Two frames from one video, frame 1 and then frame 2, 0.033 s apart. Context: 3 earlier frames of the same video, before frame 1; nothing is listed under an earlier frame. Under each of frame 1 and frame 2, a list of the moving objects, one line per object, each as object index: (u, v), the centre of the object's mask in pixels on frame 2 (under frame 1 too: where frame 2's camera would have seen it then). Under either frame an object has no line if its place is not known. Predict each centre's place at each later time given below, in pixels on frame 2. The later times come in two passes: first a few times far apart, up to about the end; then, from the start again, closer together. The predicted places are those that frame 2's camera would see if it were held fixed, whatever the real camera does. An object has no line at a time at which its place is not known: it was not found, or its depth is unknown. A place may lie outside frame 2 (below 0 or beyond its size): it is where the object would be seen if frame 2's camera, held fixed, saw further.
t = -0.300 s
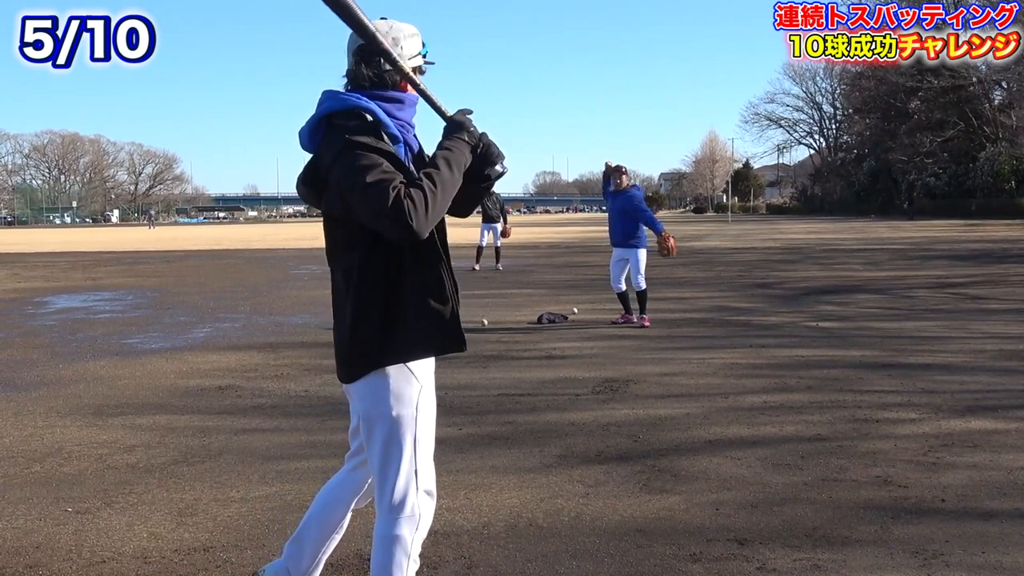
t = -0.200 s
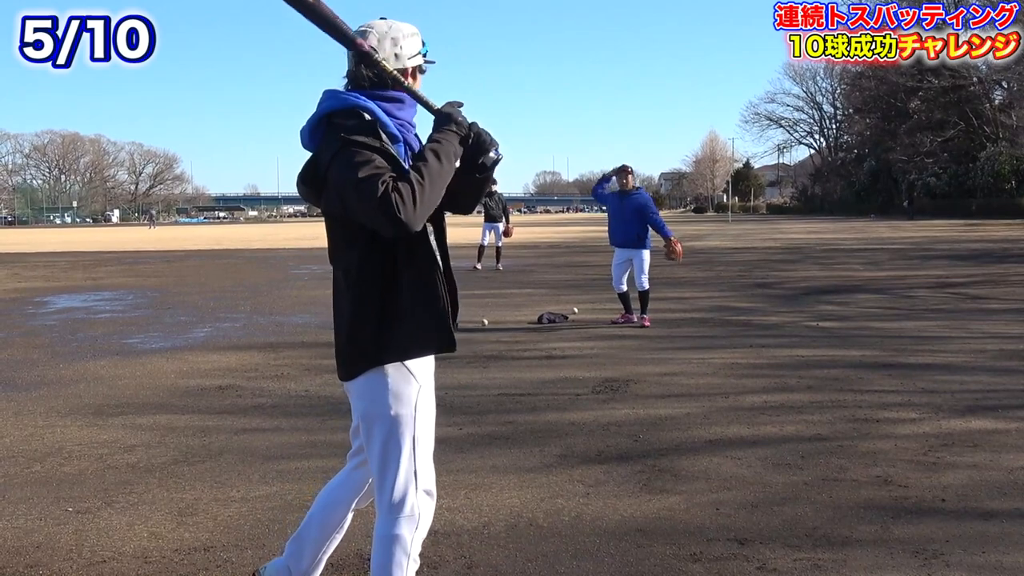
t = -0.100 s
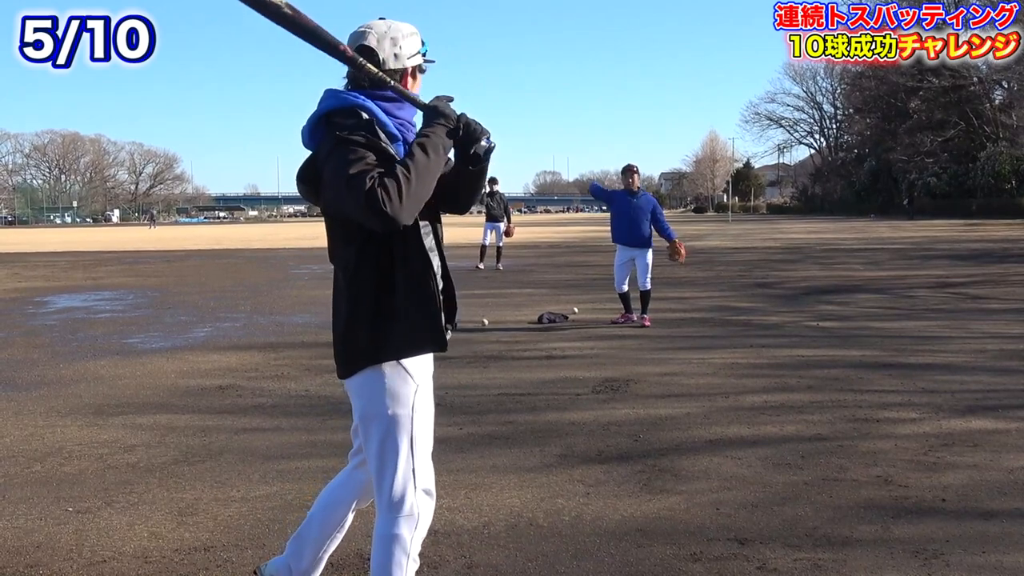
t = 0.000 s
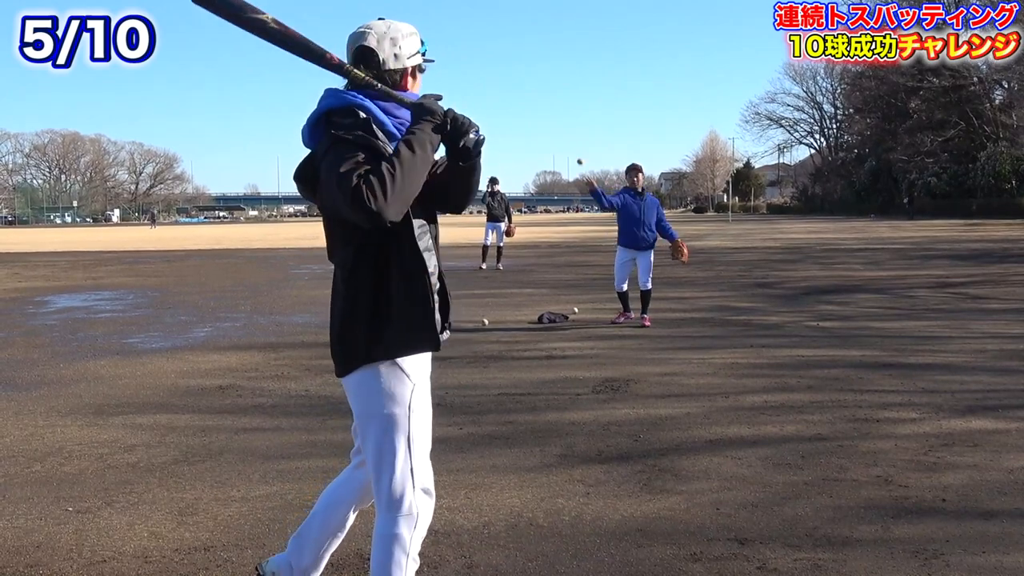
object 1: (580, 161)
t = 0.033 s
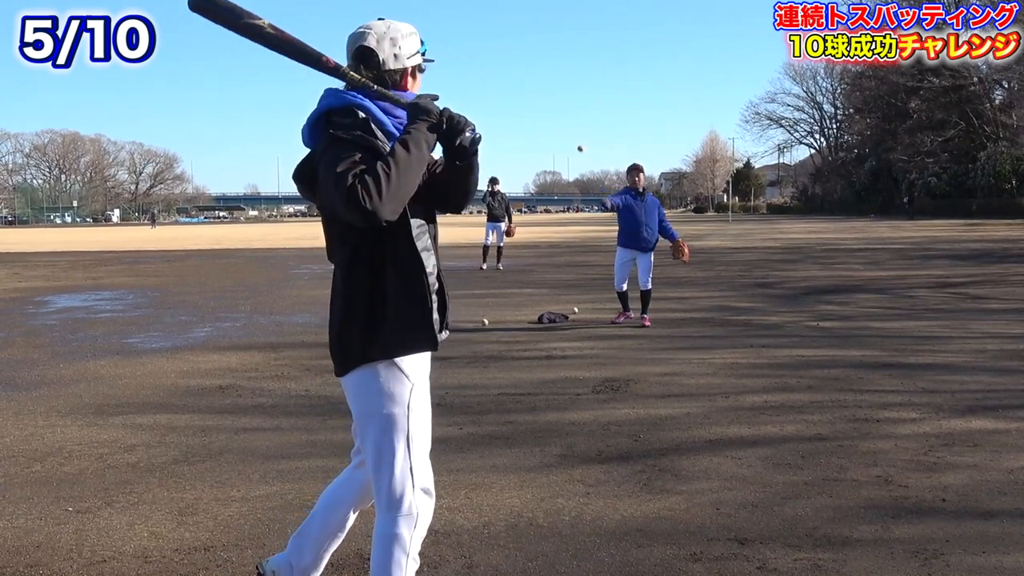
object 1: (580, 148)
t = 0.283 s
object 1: (585, 69)
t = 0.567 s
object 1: (597, 47)
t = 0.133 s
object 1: (581, 112)
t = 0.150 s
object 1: (581, 107)
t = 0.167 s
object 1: (581, 101)
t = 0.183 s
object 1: (582, 96)
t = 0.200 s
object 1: (583, 91)
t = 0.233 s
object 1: (583, 82)
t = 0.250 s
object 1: (583, 77)
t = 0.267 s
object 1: (584, 73)
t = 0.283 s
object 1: (585, 69)
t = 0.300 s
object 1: (585, 65)
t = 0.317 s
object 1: (586, 61)
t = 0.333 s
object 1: (586, 58)
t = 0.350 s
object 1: (587, 55)
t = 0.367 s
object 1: (587, 52)
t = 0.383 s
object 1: (588, 49)
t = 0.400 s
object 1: (588, 47)
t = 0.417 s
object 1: (589, 45)
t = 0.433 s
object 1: (590, 44)
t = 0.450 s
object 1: (590, 42)
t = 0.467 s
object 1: (591, 42)
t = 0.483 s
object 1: (592, 41)
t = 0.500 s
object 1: (593, 42)
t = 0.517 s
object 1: (594, 42)
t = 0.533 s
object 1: (595, 43)
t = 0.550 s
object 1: (596, 45)
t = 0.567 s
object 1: (597, 47)
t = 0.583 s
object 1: (598, 50)
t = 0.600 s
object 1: (599, 53)
